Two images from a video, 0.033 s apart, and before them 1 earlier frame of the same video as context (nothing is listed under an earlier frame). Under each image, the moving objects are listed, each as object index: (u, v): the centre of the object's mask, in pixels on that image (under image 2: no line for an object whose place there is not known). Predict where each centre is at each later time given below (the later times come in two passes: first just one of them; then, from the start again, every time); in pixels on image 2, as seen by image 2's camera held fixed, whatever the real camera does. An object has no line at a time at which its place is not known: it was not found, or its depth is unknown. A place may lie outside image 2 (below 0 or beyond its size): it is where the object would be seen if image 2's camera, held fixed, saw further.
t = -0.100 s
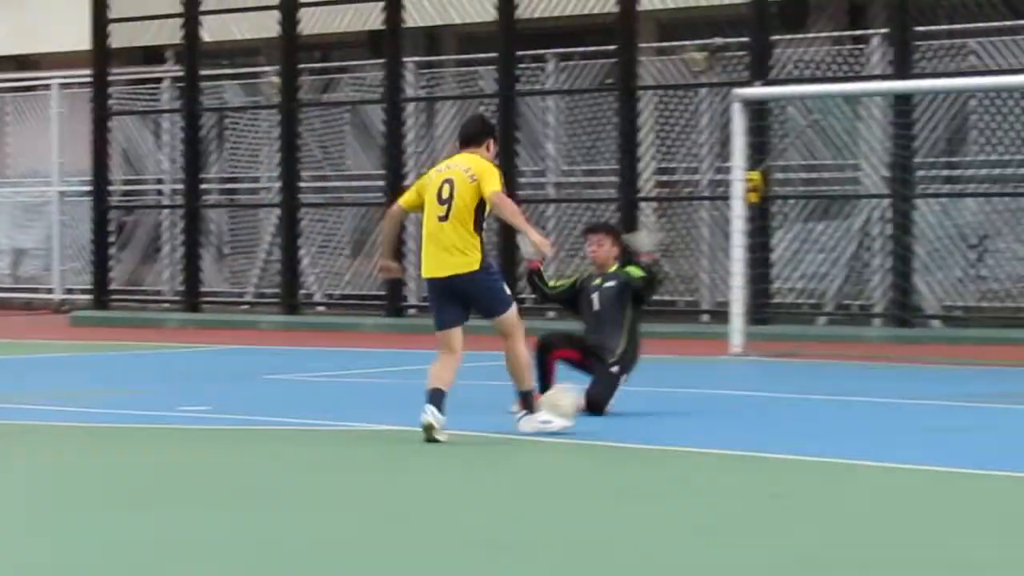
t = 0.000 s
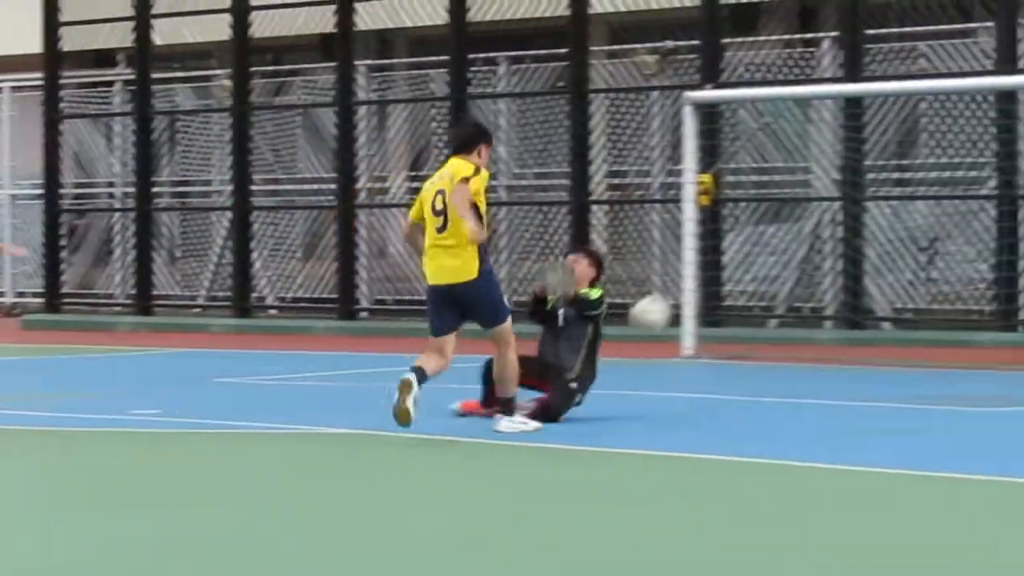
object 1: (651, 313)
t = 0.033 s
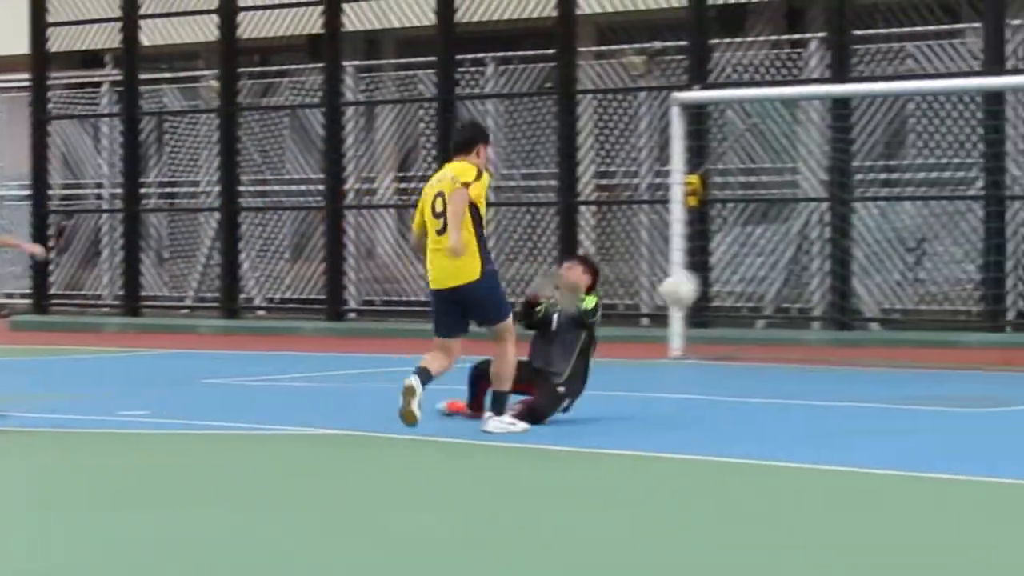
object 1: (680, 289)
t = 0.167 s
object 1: (820, 212)
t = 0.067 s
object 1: (715, 267)
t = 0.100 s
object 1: (754, 244)
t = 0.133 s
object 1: (787, 228)
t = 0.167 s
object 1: (820, 212)
